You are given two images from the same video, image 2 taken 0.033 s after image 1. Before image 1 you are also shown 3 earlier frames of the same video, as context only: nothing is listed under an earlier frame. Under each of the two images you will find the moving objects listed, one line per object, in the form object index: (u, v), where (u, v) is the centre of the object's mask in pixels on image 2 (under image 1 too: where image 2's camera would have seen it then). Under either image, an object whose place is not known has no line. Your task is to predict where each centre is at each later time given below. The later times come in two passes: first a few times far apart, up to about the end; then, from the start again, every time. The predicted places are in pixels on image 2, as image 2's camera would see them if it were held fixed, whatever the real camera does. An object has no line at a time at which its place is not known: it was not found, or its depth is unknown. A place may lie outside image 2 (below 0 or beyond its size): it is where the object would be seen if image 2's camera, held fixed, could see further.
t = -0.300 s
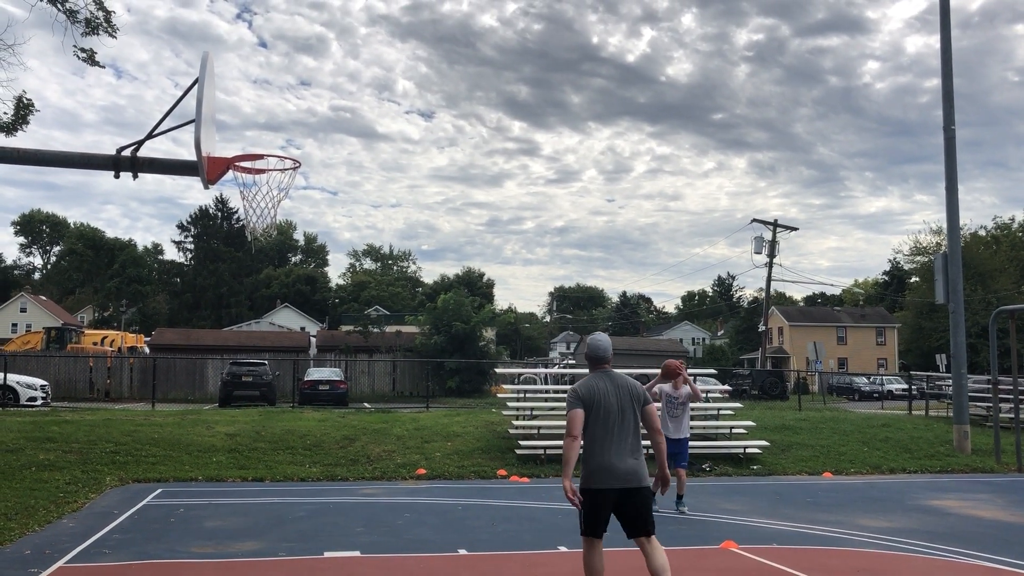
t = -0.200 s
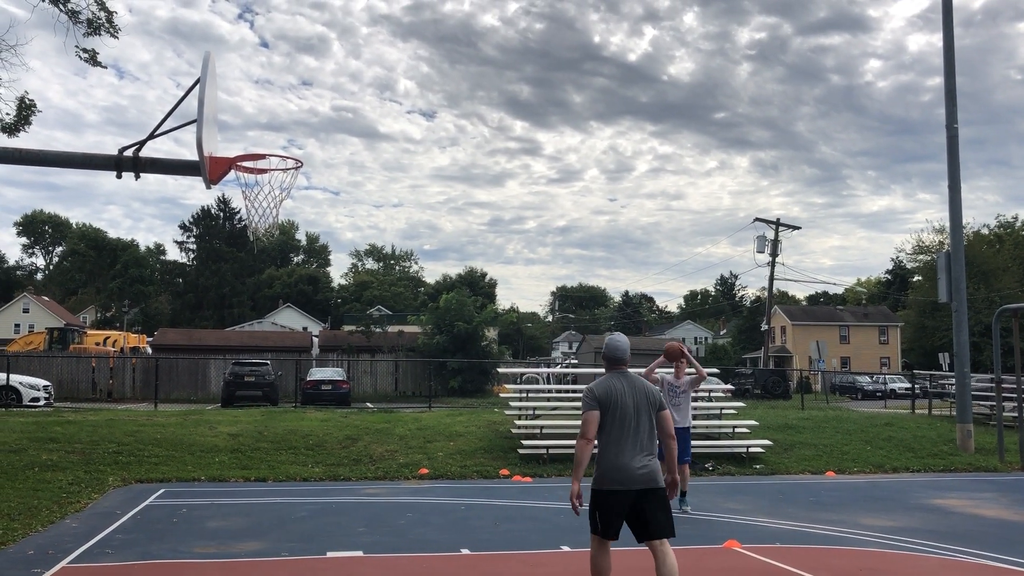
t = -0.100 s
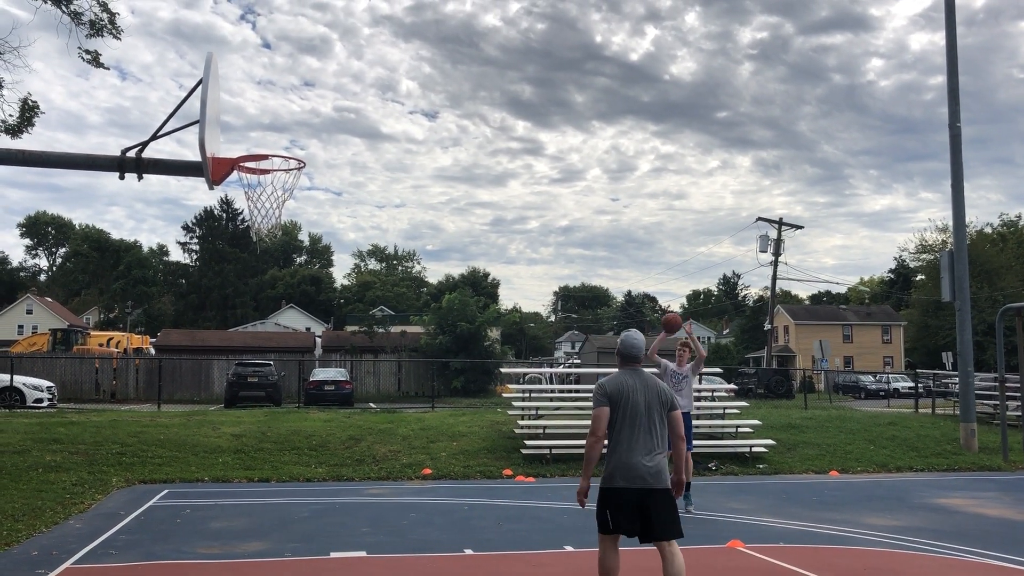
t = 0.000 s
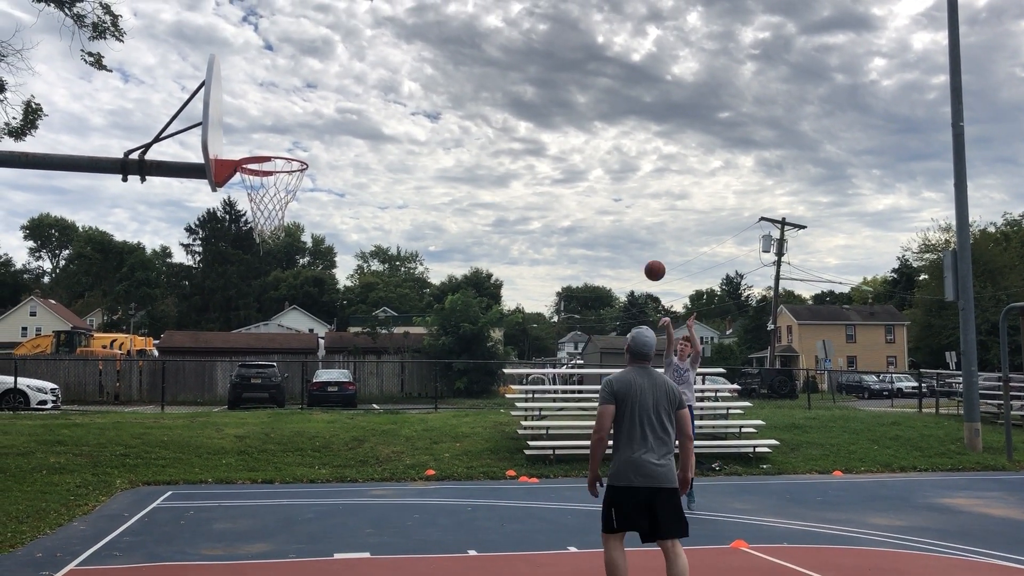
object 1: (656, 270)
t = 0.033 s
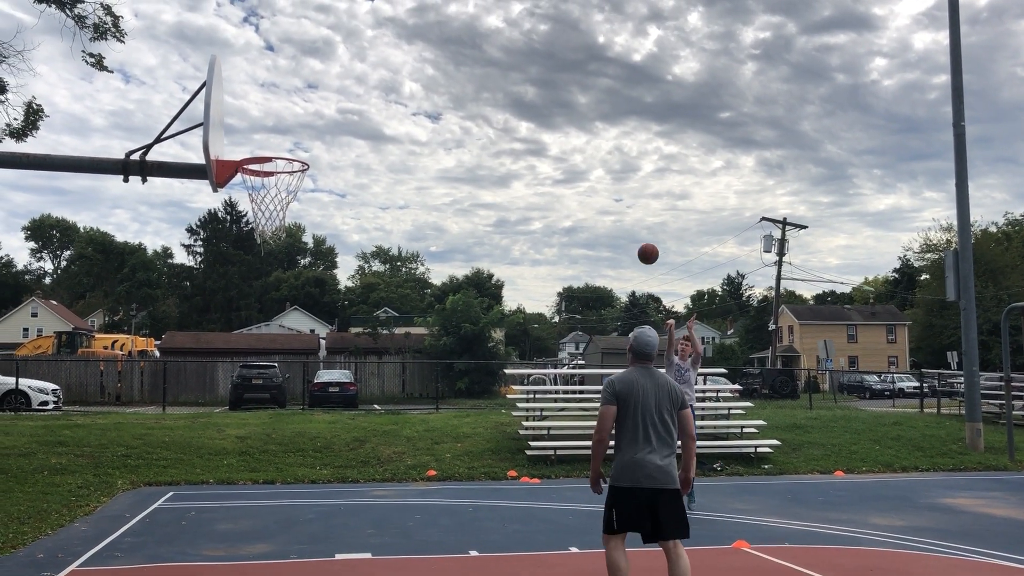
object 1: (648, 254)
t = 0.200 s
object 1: (605, 179)
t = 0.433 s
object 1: (536, 104)
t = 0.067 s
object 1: (640, 238)
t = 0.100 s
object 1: (631, 222)
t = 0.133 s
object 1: (623, 207)
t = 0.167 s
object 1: (614, 192)
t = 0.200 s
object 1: (605, 179)
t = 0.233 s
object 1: (595, 166)
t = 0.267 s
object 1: (586, 154)
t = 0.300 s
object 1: (577, 142)
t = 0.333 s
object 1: (567, 132)
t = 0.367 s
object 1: (557, 122)
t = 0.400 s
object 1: (547, 112)
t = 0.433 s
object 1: (536, 104)
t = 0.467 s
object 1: (525, 96)
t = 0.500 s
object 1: (514, 90)
